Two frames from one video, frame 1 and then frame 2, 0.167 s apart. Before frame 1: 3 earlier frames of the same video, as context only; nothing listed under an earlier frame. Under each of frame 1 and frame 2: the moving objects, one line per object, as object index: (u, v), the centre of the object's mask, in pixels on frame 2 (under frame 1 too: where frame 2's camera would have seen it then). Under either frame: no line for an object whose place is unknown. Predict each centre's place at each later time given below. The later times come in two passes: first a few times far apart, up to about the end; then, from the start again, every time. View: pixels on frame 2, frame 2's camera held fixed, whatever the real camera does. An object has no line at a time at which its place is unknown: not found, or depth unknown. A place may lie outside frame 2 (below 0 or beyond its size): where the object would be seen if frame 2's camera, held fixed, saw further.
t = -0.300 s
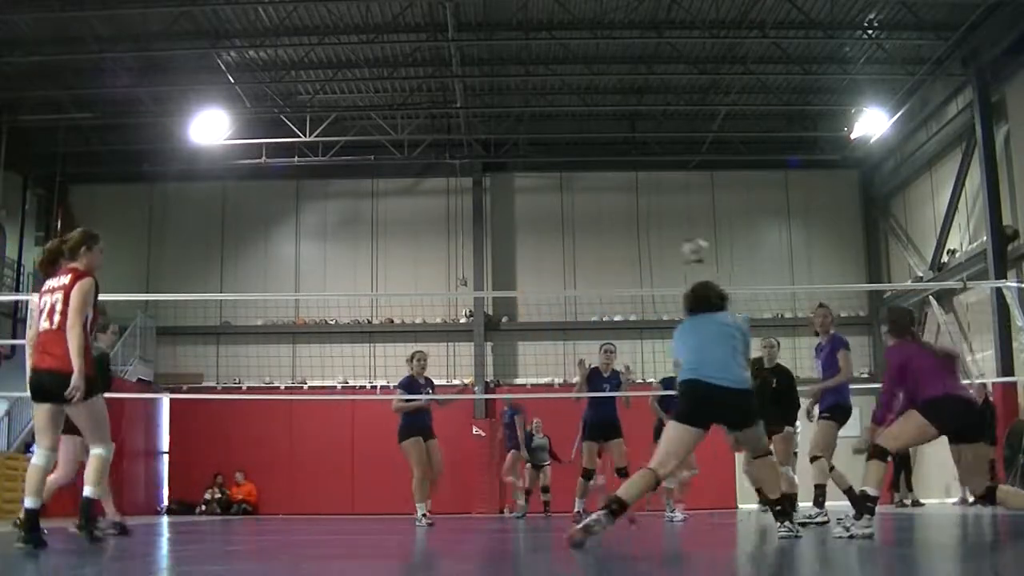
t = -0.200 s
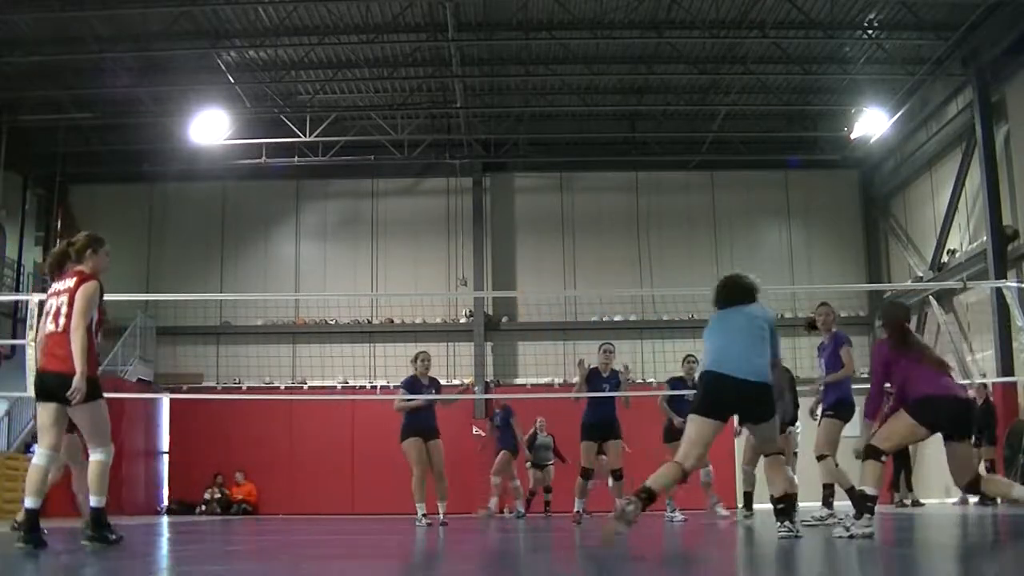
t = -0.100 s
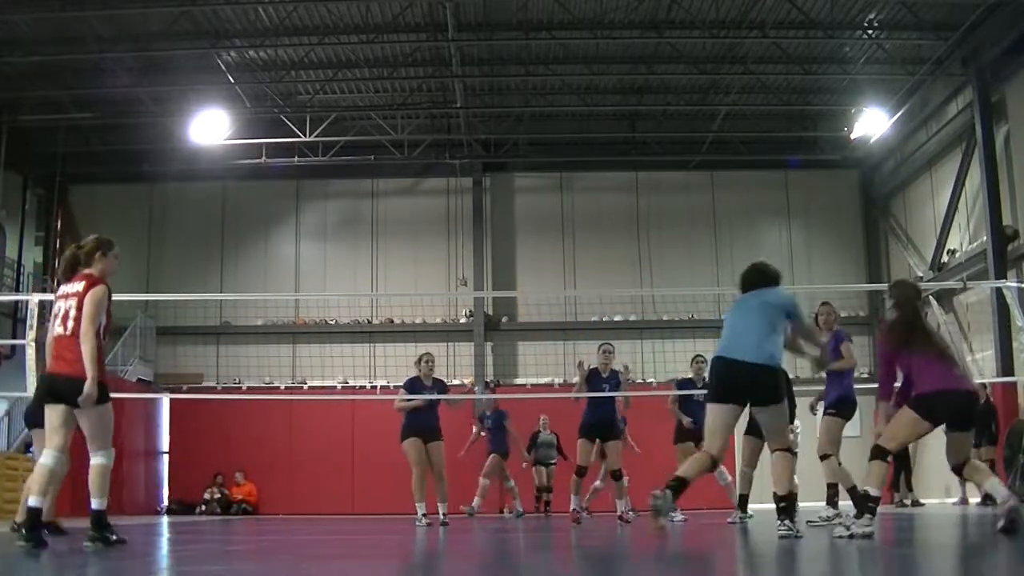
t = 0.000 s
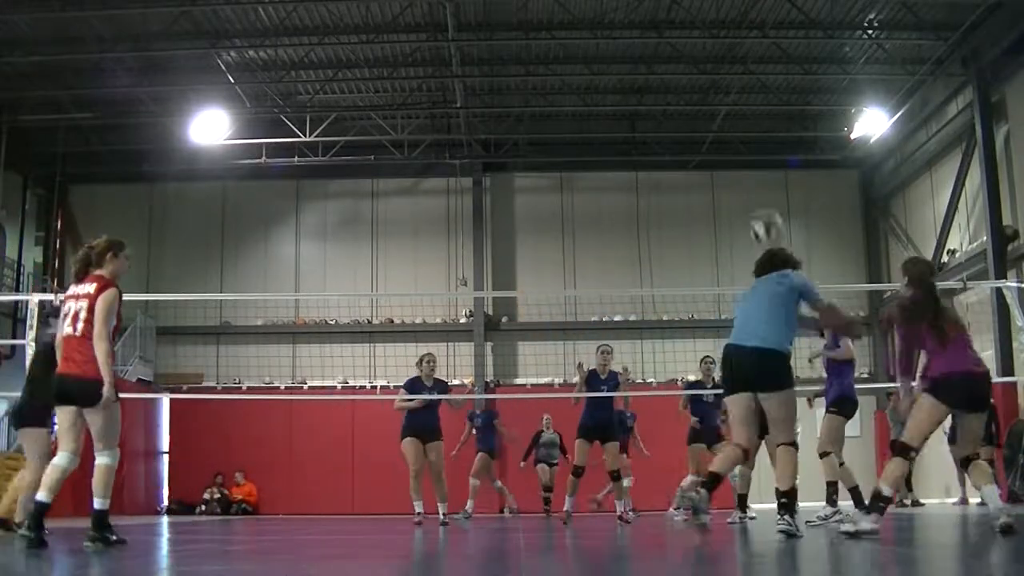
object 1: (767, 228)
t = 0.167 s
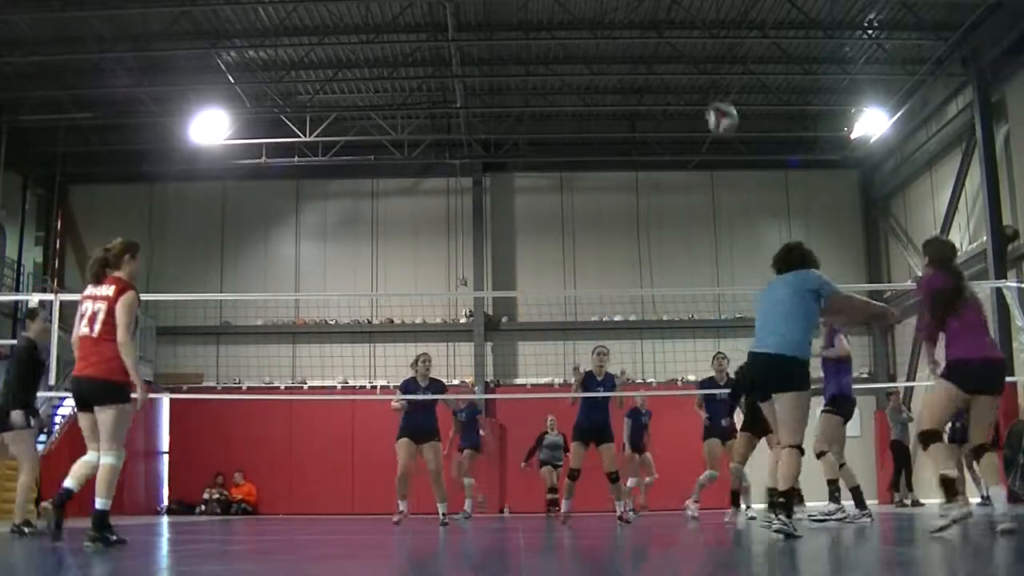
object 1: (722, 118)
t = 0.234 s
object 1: (705, 88)
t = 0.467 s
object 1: (656, 36)
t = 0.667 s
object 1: (620, 45)
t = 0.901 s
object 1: (584, 110)
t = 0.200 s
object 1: (714, 102)
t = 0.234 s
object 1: (705, 88)
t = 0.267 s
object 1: (698, 75)
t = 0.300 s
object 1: (690, 64)
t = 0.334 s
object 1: (682, 55)
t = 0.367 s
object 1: (676, 49)
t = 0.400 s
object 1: (669, 43)
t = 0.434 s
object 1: (663, 39)
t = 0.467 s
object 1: (656, 36)
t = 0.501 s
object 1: (650, 33)
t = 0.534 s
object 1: (645, 33)
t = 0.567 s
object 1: (638, 34)
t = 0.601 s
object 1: (632, 36)
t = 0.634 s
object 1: (626, 40)
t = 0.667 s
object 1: (620, 45)
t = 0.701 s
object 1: (615, 51)
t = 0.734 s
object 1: (609, 56)
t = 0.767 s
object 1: (604, 65)
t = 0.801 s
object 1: (599, 74)
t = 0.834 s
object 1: (594, 85)
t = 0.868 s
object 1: (589, 98)
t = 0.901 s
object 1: (584, 110)
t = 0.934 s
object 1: (579, 124)
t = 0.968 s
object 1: (575, 138)
